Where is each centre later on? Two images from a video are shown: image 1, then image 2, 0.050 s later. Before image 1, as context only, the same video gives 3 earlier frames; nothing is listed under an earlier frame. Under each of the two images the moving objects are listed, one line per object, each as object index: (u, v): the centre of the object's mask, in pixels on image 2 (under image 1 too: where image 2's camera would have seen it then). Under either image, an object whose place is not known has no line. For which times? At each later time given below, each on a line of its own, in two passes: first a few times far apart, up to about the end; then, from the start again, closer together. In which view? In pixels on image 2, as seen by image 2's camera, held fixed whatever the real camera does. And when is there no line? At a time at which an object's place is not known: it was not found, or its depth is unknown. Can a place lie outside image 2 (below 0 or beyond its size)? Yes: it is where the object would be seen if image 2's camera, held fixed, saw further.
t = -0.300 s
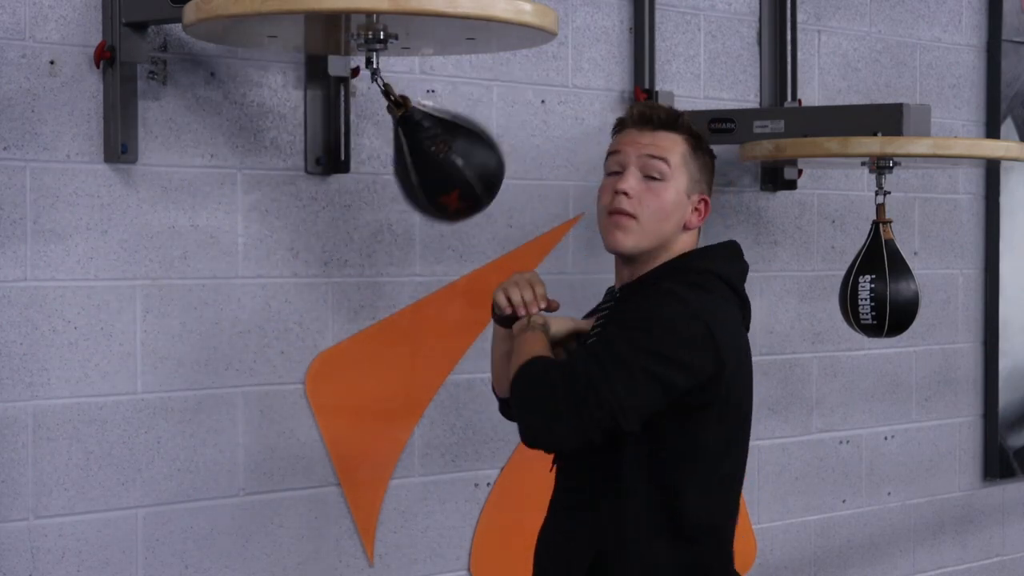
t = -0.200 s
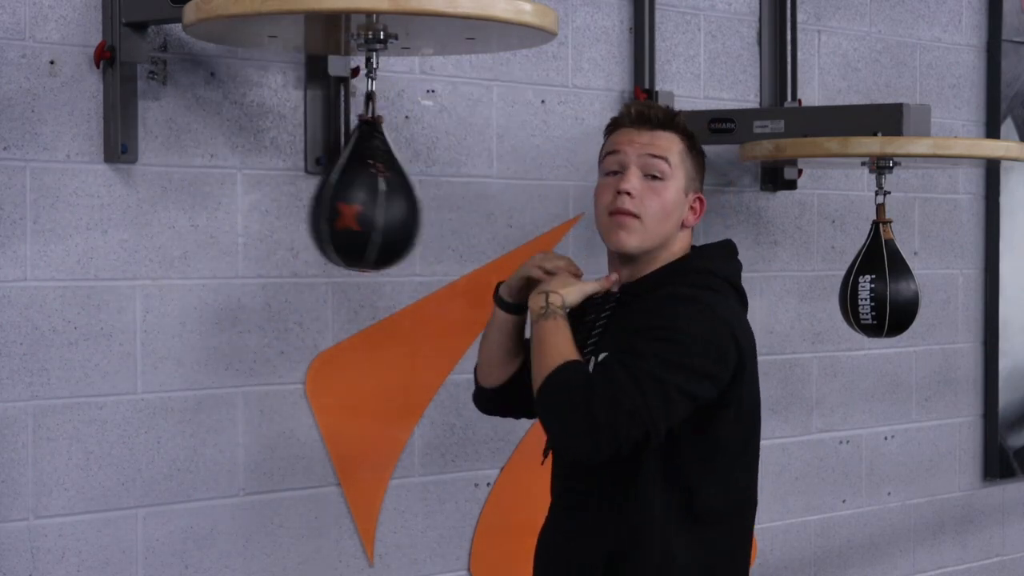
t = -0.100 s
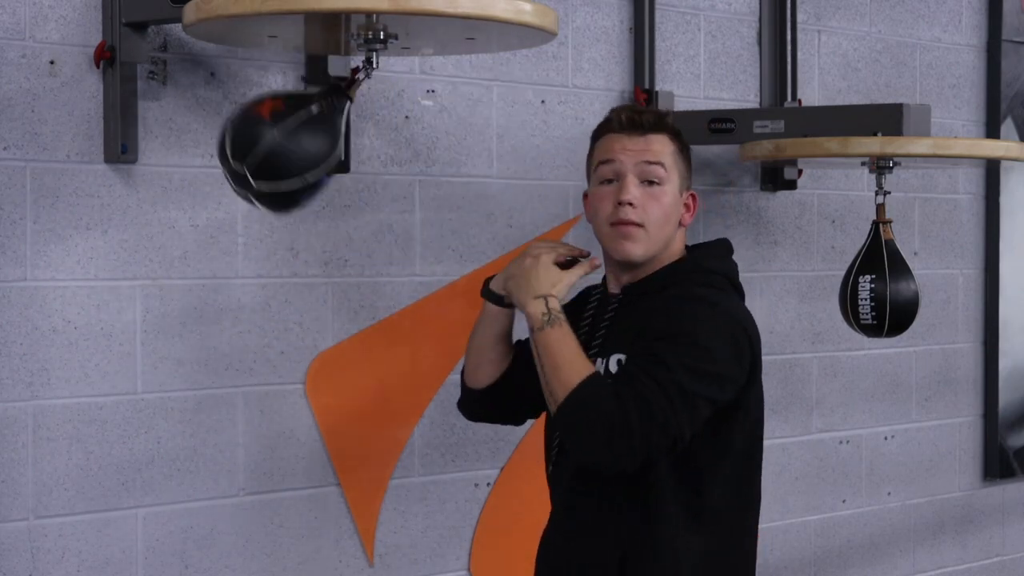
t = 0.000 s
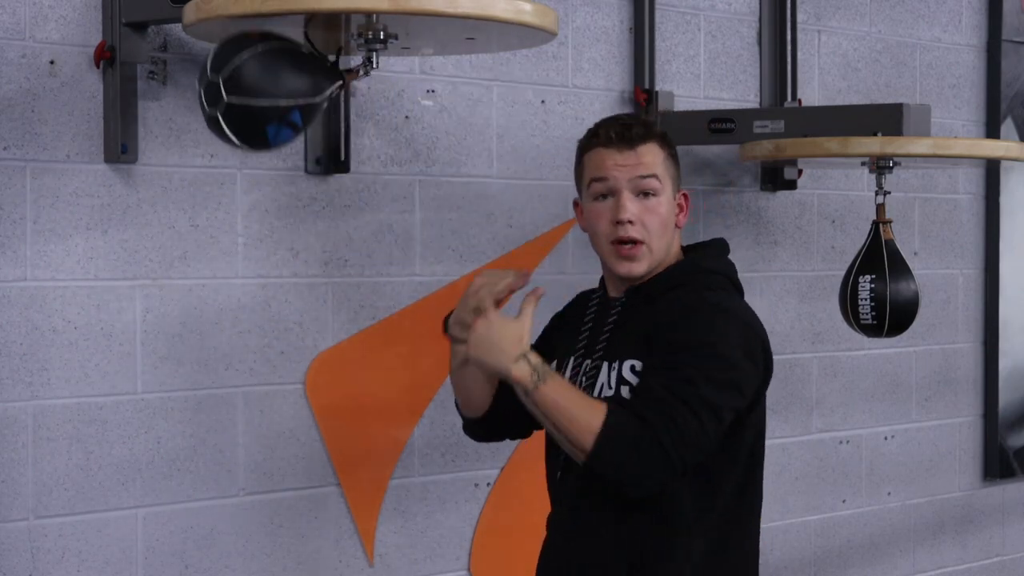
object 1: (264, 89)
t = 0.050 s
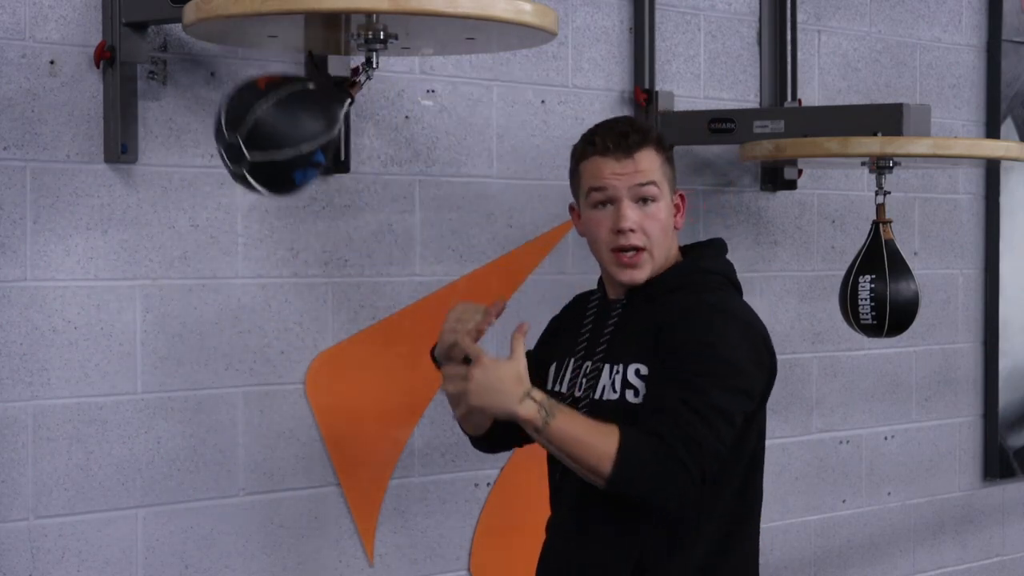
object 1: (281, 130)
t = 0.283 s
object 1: (445, 167)
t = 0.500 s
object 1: (450, 145)
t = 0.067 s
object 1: (287, 146)
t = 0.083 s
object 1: (297, 161)
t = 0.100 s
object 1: (308, 174)
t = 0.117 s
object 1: (321, 185)
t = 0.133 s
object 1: (335, 194)
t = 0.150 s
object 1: (350, 200)
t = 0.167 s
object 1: (364, 204)
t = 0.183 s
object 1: (379, 205)
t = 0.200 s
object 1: (393, 203)
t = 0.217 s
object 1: (406, 200)
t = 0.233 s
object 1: (418, 194)
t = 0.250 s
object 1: (429, 186)
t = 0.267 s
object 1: (438, 177)
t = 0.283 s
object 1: (445, 167)
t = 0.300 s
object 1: (452, 157)
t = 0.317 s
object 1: (457, 147)
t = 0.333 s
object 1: (461, 136)
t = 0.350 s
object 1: (464, 126)
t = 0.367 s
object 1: (465, 117)
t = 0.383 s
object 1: (466, 108)
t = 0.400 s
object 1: (467, 101)
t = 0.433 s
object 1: (464, 108)
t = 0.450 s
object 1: (461, 116)
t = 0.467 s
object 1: (458, 125)
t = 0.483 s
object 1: (454, 134)
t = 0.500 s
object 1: (450, 145)
